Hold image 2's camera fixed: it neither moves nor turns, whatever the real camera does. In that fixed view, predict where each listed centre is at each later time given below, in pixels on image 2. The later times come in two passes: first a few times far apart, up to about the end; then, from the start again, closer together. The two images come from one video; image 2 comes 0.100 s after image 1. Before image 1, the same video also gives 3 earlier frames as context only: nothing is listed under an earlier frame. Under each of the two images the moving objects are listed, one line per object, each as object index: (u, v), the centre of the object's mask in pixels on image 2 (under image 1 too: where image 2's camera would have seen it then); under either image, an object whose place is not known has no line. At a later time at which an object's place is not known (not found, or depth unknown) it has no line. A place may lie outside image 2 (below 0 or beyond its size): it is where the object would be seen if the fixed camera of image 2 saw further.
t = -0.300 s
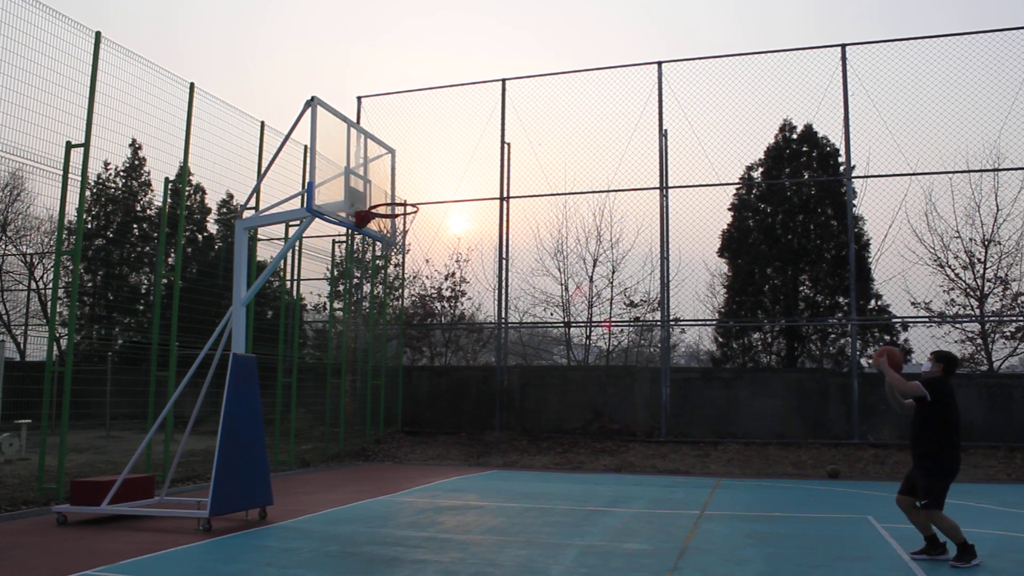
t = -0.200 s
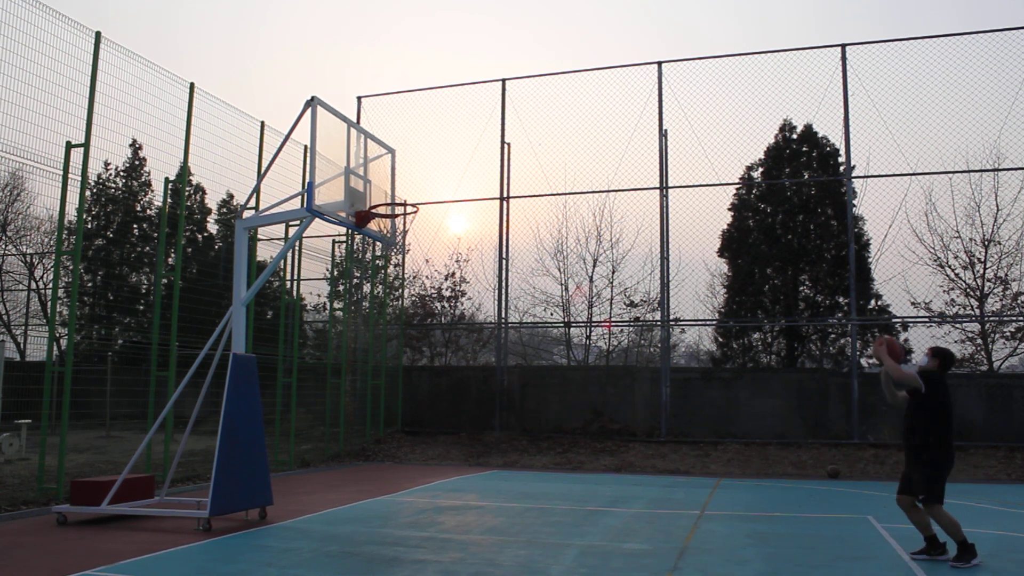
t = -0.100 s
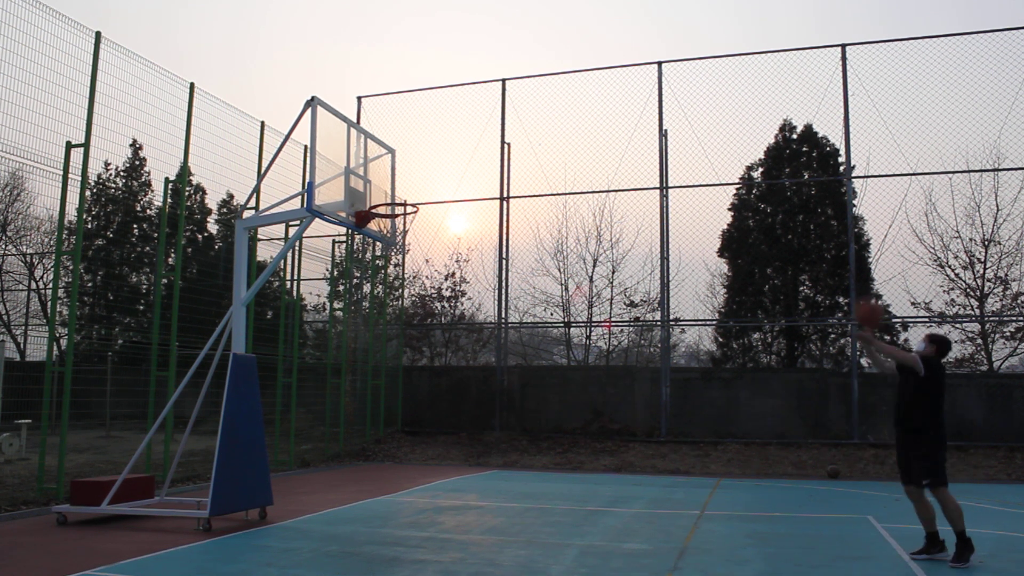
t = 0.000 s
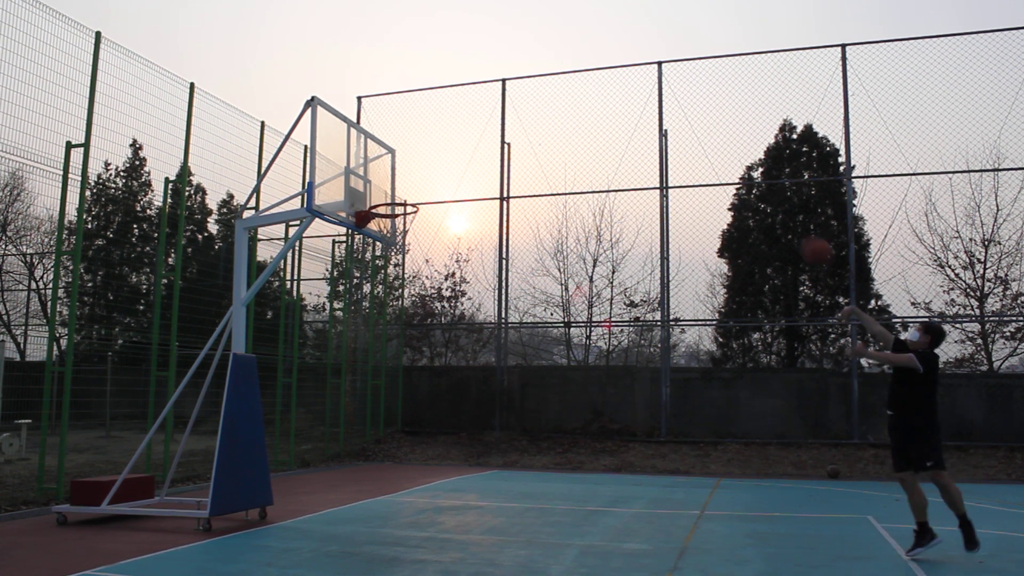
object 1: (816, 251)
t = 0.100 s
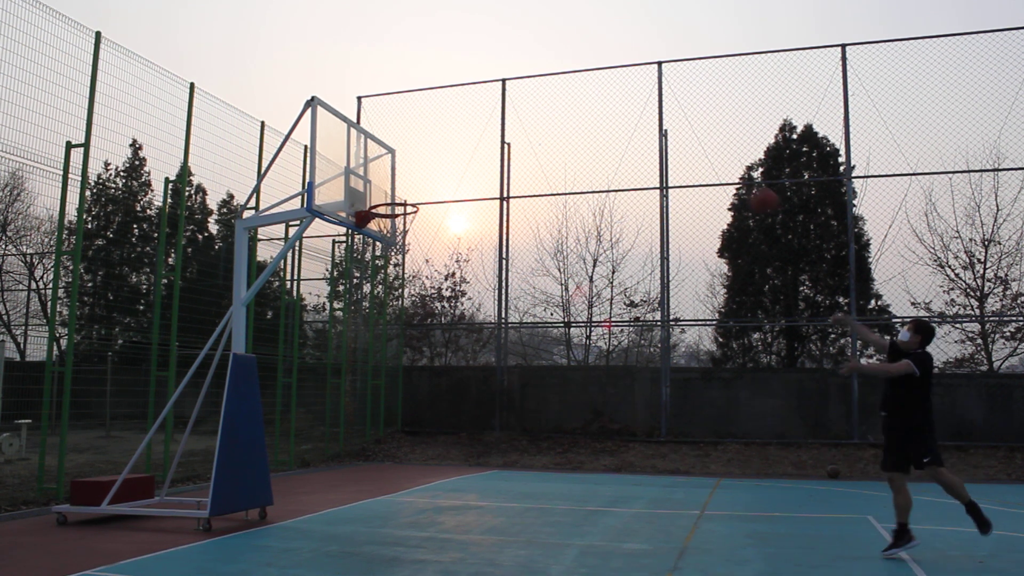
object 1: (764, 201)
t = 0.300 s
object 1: (661, 135)
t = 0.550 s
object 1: (539, 112)
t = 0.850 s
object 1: (397, 168)
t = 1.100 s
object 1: (394, 260)
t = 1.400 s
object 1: (506, 456)
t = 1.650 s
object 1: (594, 433)
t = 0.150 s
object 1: (738, 181)
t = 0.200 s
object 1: (711, 163)
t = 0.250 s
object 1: (686, 148)
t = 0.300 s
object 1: (661, 135)
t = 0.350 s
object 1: (636, 125)
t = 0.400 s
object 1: (611, 118)
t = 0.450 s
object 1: (587, 113)
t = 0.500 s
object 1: (563, 111)
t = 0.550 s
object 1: (539, 112)
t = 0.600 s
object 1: (515, 115)
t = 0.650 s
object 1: (491, 120)
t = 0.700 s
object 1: (468, 129)
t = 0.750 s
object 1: (444, 139)
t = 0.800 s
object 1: (421, 152)
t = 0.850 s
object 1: (397, 168)
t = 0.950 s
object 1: (351, 206)
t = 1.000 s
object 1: (359, 222)
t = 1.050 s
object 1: (377, 240)
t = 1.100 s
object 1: (394, 260)
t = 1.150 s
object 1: (413, 284)
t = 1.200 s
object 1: (431, 311)
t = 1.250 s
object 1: (449, 341)
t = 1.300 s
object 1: (468, 376)
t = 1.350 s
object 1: (486, 413)
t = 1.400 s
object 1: (506, 456)
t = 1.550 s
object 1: (560, 496)
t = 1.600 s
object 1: (577, 463)
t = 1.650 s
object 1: (594, 433)
